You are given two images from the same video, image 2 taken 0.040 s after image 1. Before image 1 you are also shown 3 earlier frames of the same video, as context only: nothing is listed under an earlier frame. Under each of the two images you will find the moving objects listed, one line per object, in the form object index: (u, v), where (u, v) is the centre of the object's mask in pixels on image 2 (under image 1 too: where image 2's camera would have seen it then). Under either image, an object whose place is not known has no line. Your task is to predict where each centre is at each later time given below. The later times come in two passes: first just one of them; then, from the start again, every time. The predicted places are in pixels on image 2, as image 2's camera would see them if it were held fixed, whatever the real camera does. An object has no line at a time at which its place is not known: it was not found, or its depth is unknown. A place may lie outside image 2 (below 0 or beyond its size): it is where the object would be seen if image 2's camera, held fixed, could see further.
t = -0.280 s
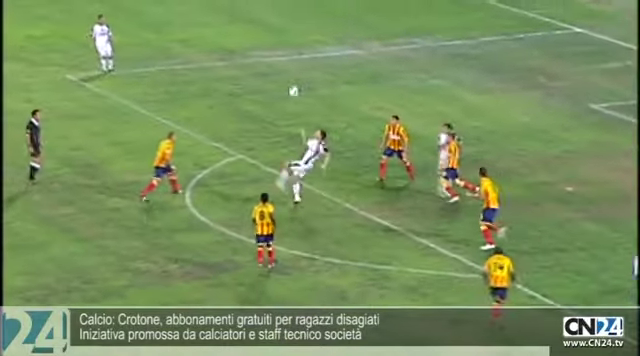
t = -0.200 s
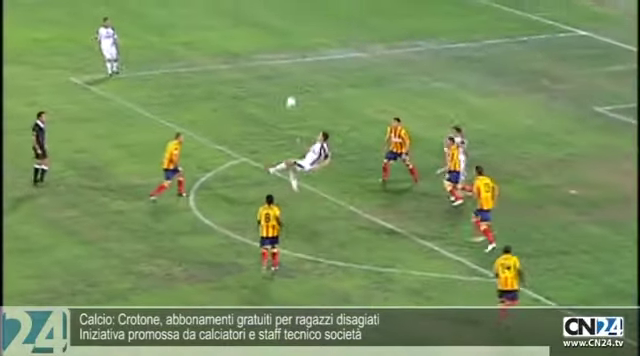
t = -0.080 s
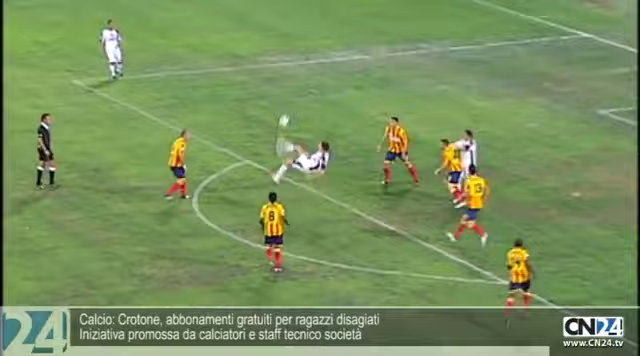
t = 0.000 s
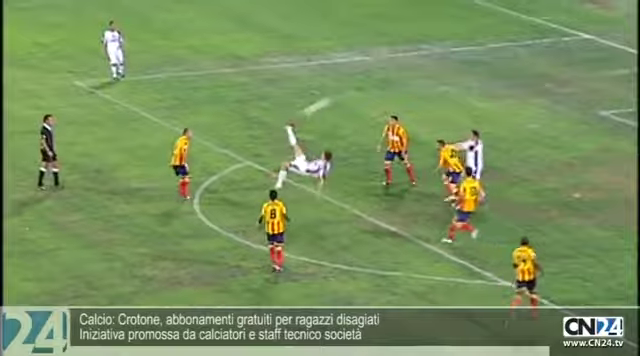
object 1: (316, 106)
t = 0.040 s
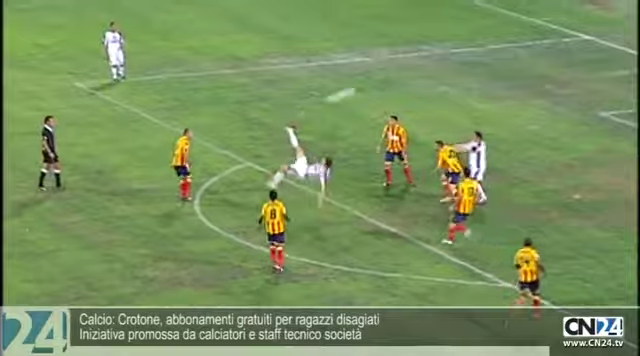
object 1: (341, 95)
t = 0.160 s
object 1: (411, 64)
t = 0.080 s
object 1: (365, 83)
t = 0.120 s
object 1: (387, 73)
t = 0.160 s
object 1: (411, 64)
